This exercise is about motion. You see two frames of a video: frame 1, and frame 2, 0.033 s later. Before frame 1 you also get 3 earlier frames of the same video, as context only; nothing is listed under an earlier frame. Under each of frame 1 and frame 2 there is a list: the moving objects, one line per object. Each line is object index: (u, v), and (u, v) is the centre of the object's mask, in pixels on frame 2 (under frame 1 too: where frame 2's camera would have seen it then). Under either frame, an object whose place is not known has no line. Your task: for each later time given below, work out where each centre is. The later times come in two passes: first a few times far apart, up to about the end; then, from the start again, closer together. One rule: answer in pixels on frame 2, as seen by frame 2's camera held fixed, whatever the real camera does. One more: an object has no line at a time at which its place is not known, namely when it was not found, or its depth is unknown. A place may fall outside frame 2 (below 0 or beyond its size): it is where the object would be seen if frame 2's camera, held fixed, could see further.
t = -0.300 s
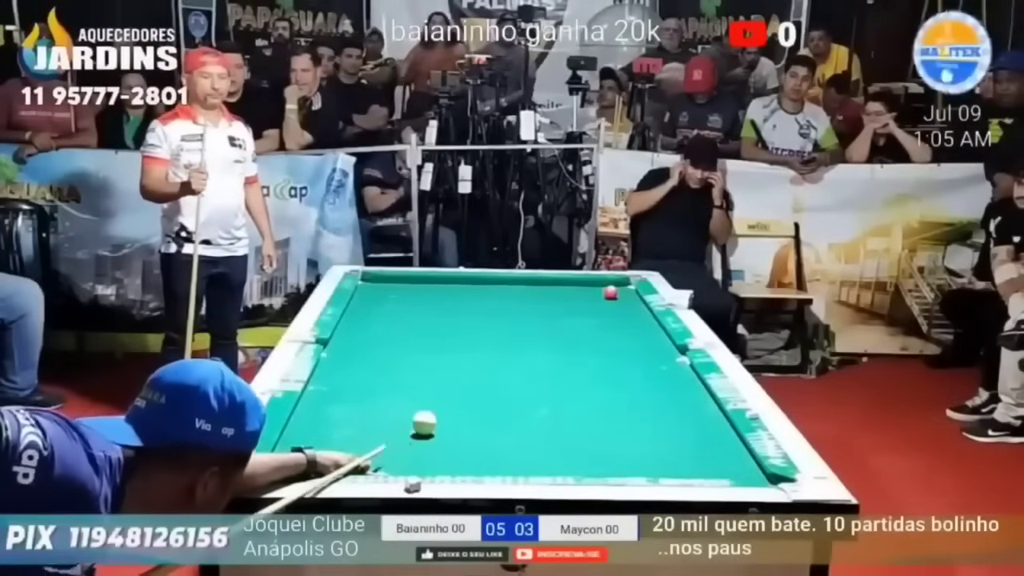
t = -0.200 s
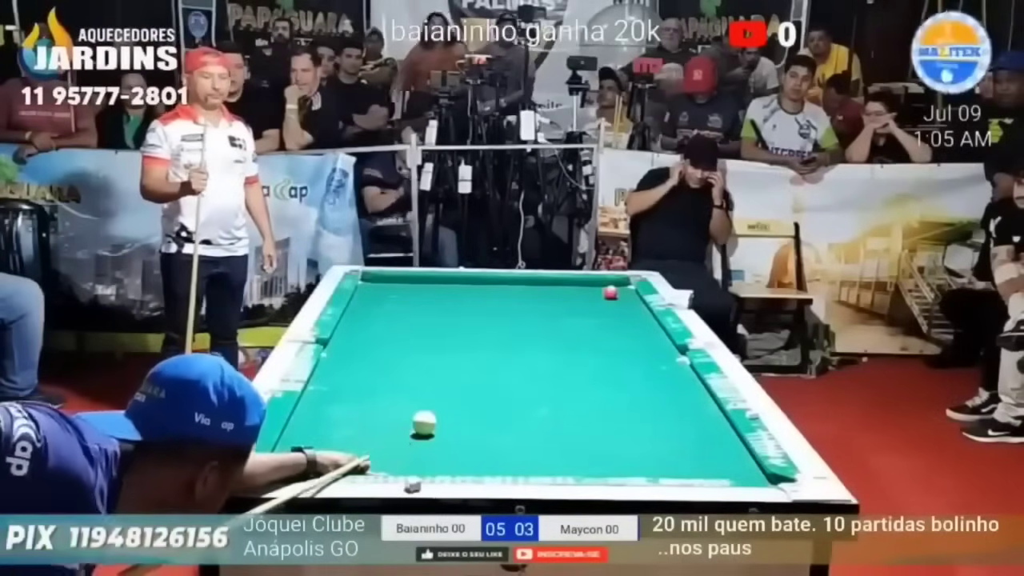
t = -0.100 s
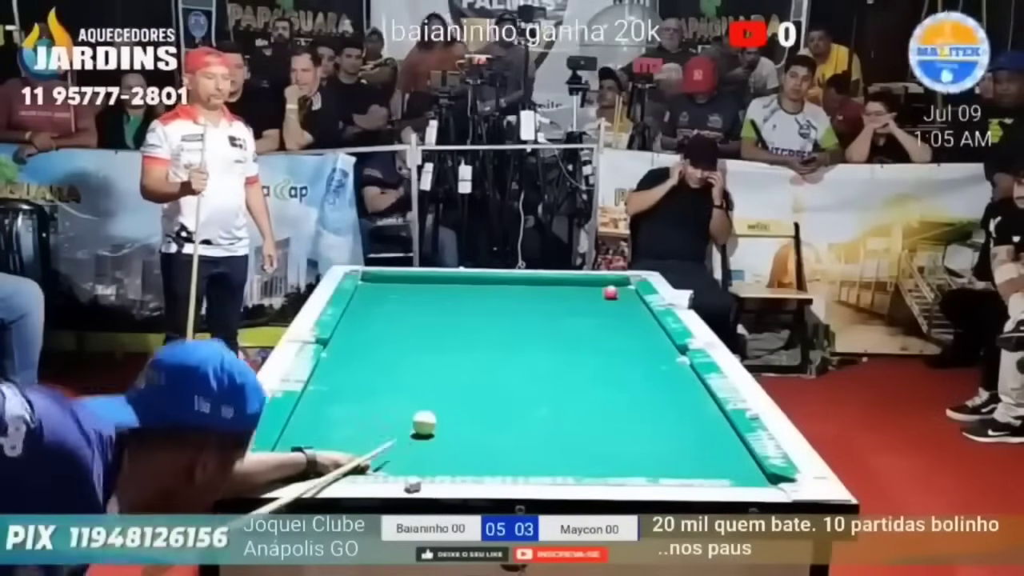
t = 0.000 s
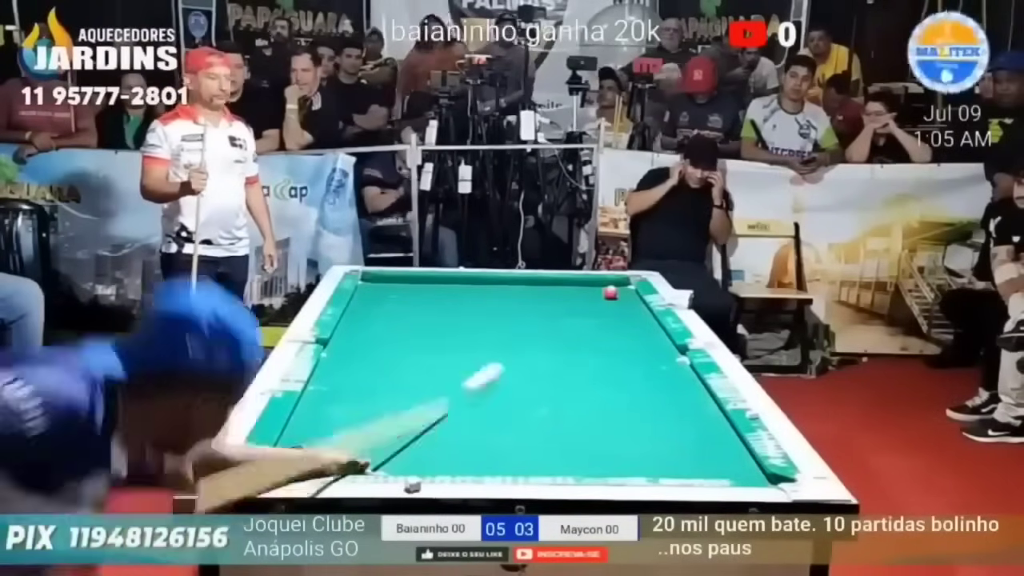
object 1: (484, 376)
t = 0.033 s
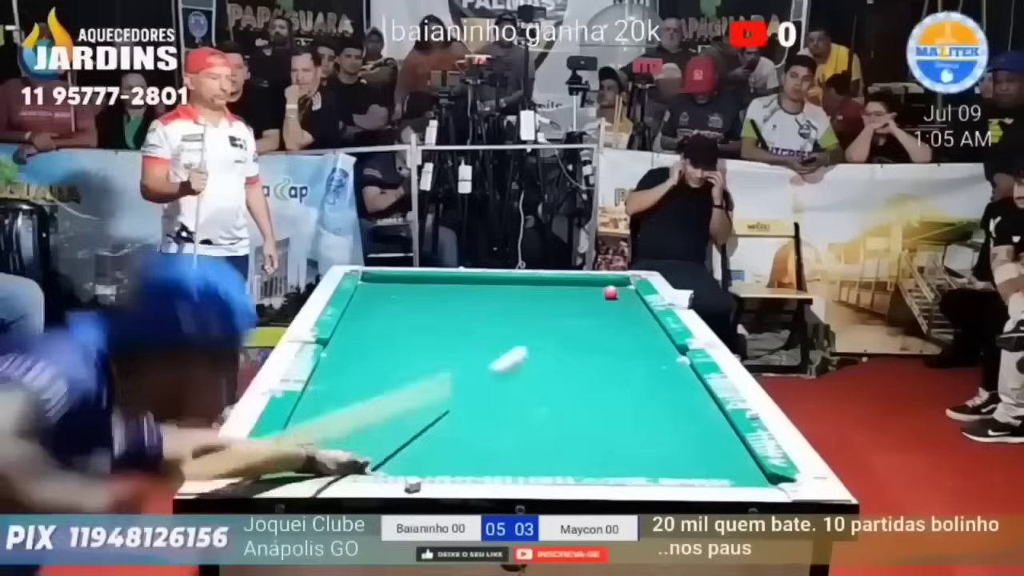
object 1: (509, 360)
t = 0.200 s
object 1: (601, 296)
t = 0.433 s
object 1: (599, 288)
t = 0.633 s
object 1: (592, 285)
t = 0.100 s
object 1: (552, 330)
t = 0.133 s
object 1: (569, 318)
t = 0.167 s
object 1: (586, 307)
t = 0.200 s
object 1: (601, 296)
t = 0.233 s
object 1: (605, 293)
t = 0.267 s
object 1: (604, 292)
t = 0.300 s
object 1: (603, 291)
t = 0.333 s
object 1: (602, 290)
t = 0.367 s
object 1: (601, 289)
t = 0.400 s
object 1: (600, 289)
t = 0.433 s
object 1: (599, 288)
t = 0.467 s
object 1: (598, 288)
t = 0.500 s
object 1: (597, 287)
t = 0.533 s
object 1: (595, 287)
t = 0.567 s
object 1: (594, 286)
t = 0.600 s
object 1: (593, 286)
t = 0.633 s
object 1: (592, 285)
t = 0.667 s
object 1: (591, 284)
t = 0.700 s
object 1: (590, 283)
